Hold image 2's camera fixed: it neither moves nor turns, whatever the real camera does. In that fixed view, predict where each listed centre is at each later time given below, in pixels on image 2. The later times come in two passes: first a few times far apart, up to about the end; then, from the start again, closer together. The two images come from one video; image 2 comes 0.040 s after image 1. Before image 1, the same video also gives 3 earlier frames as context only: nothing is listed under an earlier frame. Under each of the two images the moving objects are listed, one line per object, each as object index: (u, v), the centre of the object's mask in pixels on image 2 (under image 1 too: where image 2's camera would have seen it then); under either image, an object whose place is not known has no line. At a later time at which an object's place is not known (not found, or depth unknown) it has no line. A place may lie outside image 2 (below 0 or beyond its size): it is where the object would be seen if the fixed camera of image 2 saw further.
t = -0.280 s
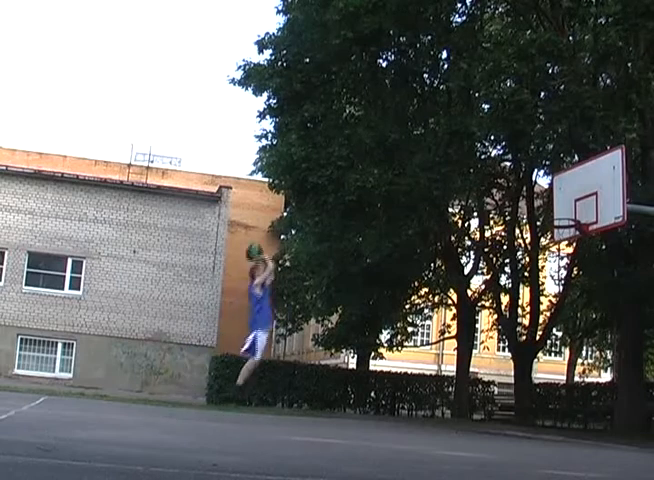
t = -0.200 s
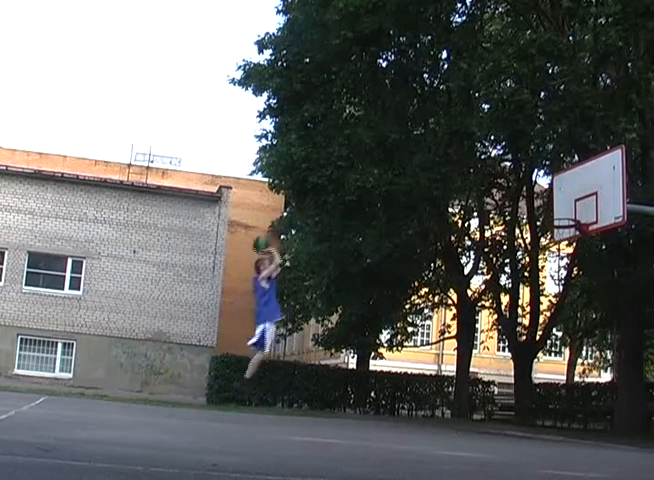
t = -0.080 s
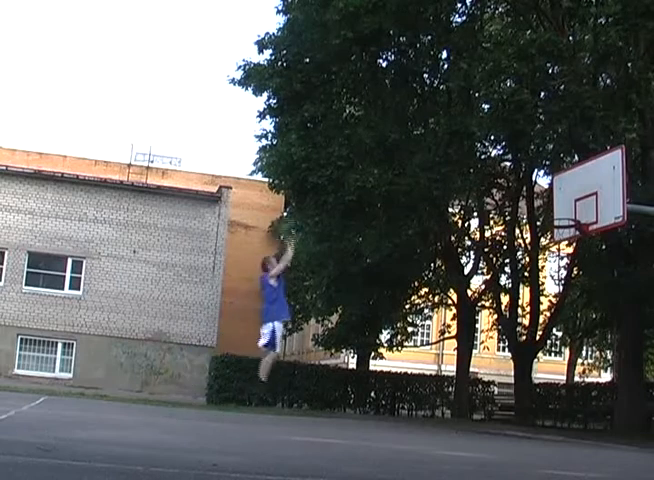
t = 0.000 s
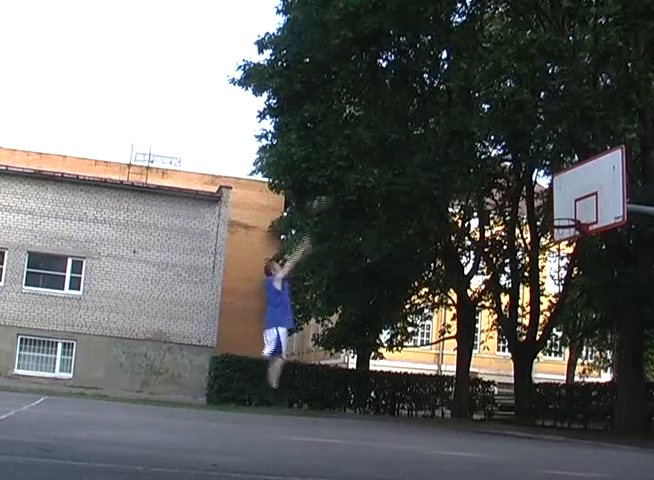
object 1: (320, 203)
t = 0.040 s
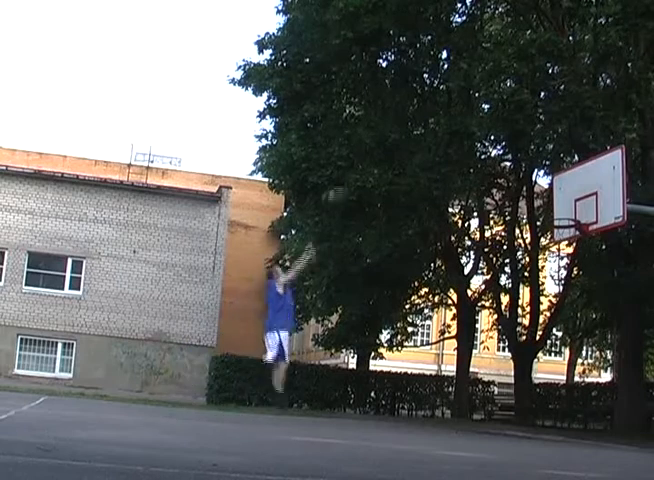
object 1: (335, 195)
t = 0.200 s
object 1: (398, 170)
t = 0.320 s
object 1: (443, 162)
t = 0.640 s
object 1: (562, 196)
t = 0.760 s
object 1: (569, 217)
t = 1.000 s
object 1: (547, 249)
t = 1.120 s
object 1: (540, 275)
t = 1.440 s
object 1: (519, 396)
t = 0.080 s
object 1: (352, 187)
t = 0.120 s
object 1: (367, 180)
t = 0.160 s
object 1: (382, 173)
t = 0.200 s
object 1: (398, 170)
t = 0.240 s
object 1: (412, 167)
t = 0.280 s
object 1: (428, 164)
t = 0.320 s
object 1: (443, 162)
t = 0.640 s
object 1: (562, 196)
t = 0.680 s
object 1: (571, 203)
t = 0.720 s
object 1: (577, 212)
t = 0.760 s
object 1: (569, 217)
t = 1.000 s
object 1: (547, 249)
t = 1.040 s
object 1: (545, 255)
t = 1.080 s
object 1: (543, 264)
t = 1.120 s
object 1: (540, 275)
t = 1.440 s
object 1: (519, 396)
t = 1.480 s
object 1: (518, 413)
